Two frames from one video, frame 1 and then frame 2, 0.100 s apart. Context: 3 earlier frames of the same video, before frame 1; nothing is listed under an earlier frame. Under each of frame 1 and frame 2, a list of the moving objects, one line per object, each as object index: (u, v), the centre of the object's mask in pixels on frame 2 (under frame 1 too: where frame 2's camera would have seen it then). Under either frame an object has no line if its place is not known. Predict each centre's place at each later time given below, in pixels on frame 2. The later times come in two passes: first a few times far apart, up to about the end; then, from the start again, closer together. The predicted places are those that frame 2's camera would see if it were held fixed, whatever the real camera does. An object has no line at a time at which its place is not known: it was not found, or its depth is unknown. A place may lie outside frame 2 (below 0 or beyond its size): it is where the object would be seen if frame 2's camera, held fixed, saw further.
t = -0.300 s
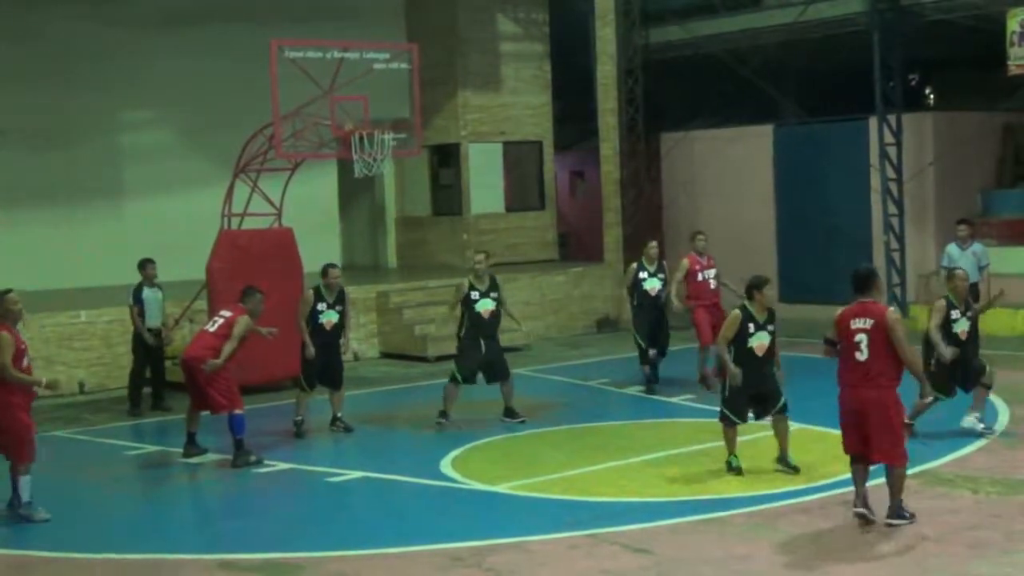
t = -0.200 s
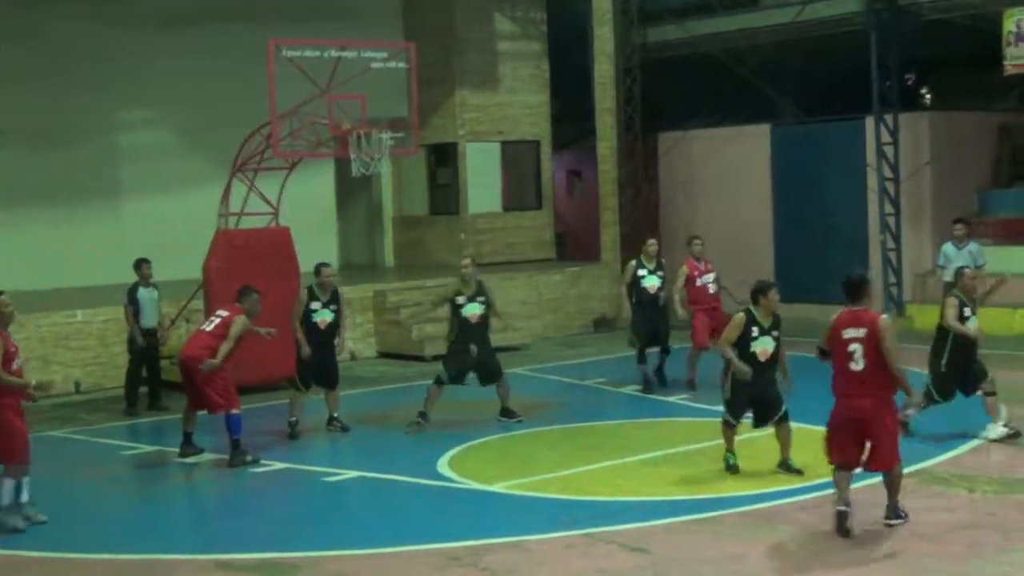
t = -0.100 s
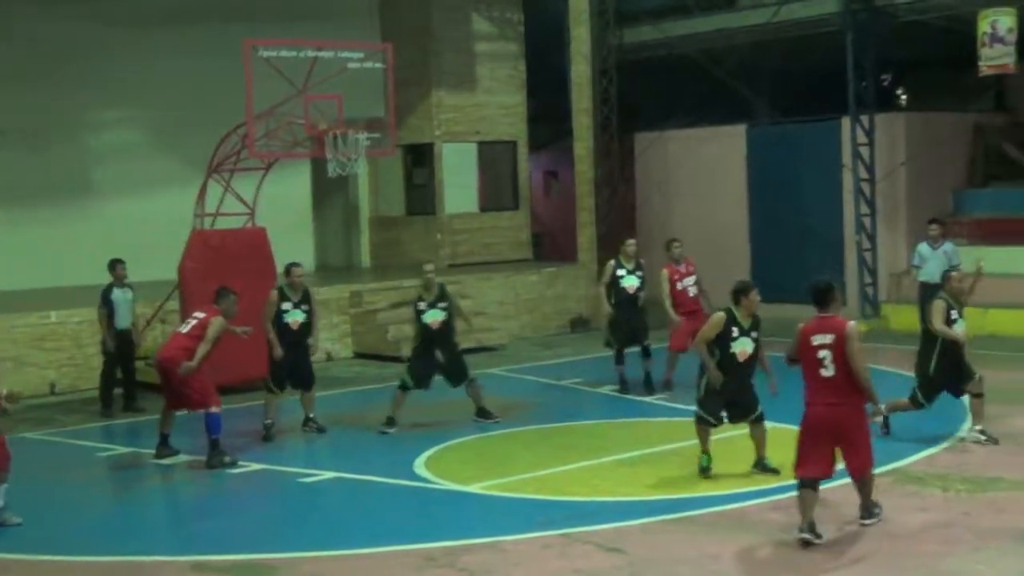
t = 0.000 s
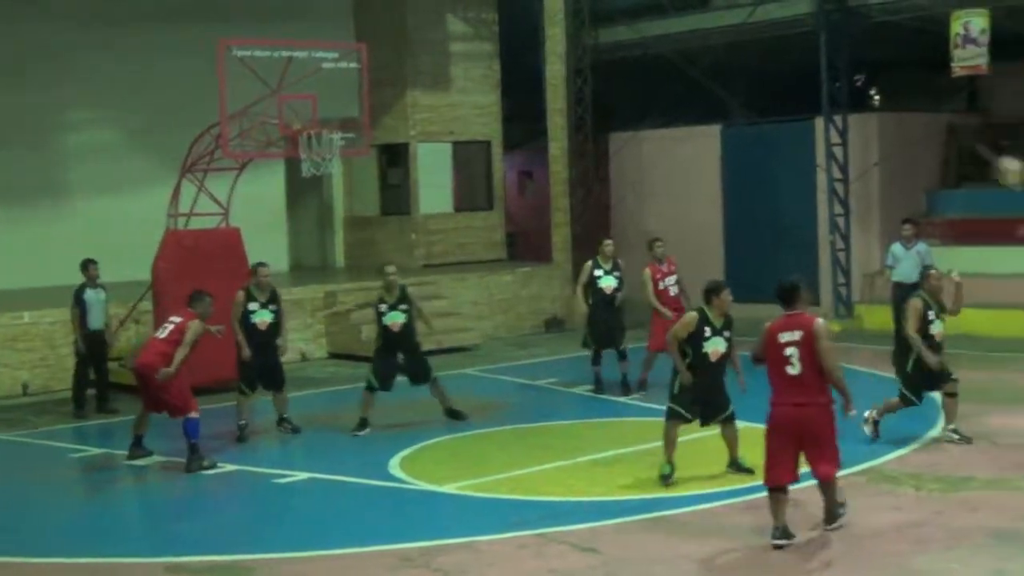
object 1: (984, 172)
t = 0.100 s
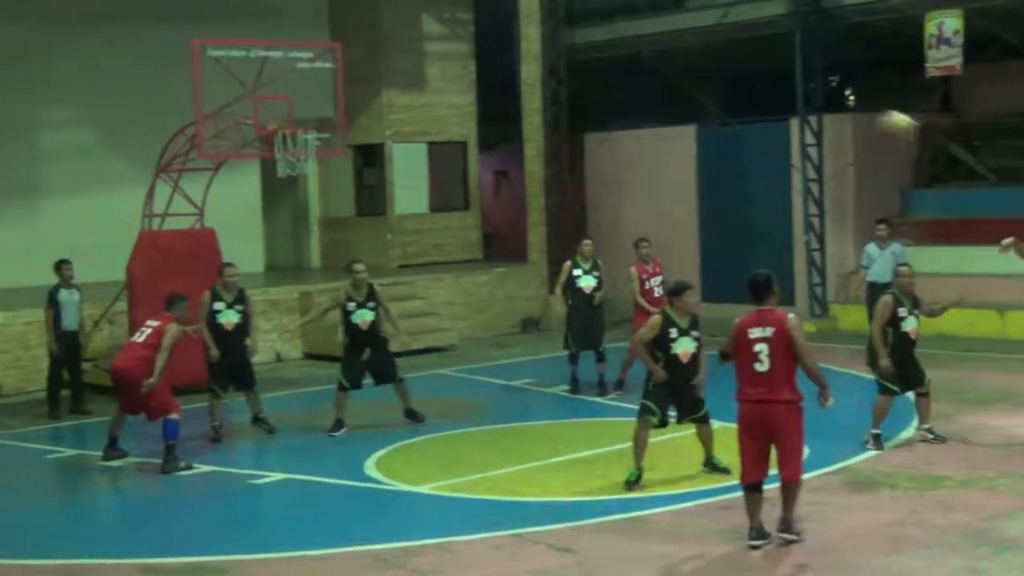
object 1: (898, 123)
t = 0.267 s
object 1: (735, 75)
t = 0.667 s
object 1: (305, 97)
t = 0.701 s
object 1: (268, 105)
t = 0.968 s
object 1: (-37, 274)
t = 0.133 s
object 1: (866, 110)
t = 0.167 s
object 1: (832, 100)
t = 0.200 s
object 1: (800, 93)
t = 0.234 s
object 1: (768, 83)
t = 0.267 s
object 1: (735, 75)
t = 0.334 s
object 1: (667, 64)
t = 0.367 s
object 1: (633, 59)
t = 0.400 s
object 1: (597, 58)
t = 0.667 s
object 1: (305, 97)
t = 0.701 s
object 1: (268, 105)
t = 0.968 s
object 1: (-37, 274)
